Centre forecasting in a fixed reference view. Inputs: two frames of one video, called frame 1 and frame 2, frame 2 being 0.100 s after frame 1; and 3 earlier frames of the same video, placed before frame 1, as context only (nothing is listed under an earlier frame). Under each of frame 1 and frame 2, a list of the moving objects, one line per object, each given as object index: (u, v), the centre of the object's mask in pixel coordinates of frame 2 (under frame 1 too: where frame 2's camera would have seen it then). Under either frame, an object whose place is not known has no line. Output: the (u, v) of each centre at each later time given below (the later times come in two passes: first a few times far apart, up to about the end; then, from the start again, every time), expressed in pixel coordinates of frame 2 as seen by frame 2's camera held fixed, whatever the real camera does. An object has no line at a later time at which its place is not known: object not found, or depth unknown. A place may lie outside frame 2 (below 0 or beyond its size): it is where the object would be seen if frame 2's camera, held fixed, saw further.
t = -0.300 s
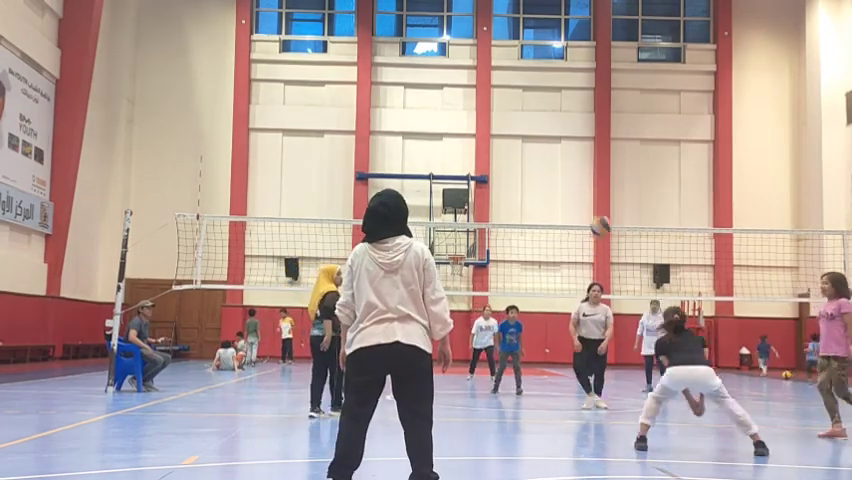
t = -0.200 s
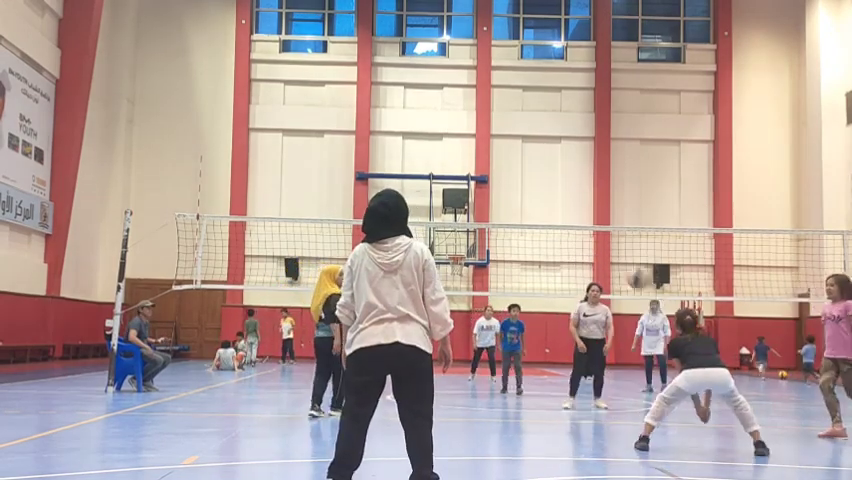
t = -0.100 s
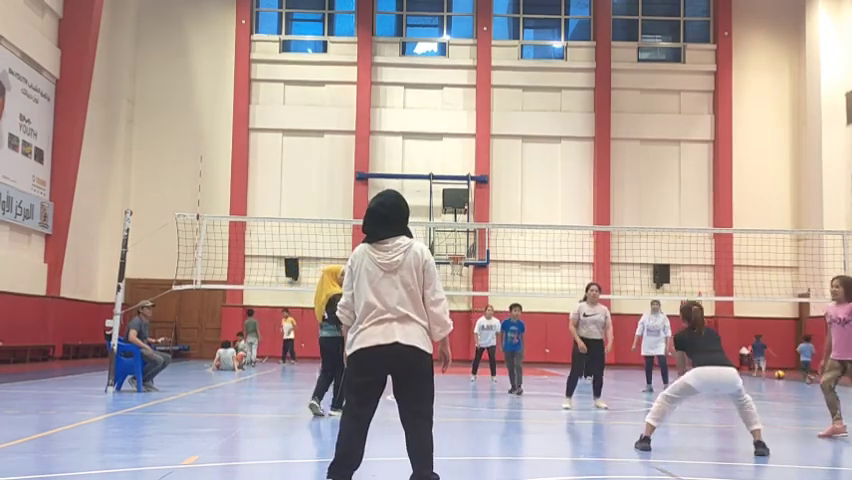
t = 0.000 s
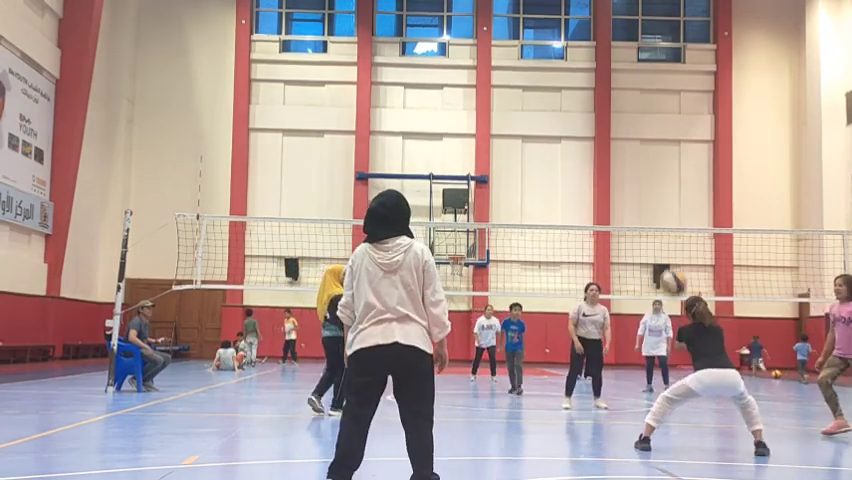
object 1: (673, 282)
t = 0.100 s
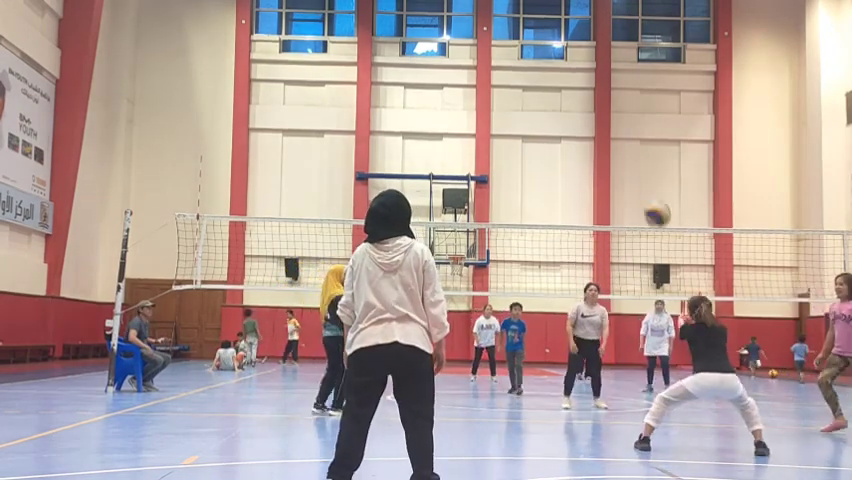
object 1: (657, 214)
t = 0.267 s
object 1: (631, 129)
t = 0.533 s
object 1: (594, 67)
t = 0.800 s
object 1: (559, 85)
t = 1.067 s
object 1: (525, 175)
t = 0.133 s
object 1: (652, 194)
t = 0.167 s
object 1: (646, 177)
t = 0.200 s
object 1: (642, 159)
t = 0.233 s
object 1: (636, 143)
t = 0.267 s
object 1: (631, 129)
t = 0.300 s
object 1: (627, 118)
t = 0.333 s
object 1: (622, 107)
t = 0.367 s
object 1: (617, 96)
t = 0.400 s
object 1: (613, 88)
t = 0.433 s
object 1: (608, 81)
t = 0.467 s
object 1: (603, 75)
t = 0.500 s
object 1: (599, 71)
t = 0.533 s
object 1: (594, 67)
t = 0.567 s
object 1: (590, 65)
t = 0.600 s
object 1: (585, 65)
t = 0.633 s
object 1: (581, 65)
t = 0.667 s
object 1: (577, 67)
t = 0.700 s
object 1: (572, 70)
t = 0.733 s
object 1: (567, 75)
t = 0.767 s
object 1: (563, 78)
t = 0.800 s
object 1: (559, 85)
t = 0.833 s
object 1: (554, 92)
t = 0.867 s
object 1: (550, 100)
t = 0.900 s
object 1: (546, 111)
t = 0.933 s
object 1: (542, 121)
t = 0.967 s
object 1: (538, 133)
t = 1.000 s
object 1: (533, 146)
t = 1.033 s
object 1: (529, 161)
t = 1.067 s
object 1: (525, 175)
